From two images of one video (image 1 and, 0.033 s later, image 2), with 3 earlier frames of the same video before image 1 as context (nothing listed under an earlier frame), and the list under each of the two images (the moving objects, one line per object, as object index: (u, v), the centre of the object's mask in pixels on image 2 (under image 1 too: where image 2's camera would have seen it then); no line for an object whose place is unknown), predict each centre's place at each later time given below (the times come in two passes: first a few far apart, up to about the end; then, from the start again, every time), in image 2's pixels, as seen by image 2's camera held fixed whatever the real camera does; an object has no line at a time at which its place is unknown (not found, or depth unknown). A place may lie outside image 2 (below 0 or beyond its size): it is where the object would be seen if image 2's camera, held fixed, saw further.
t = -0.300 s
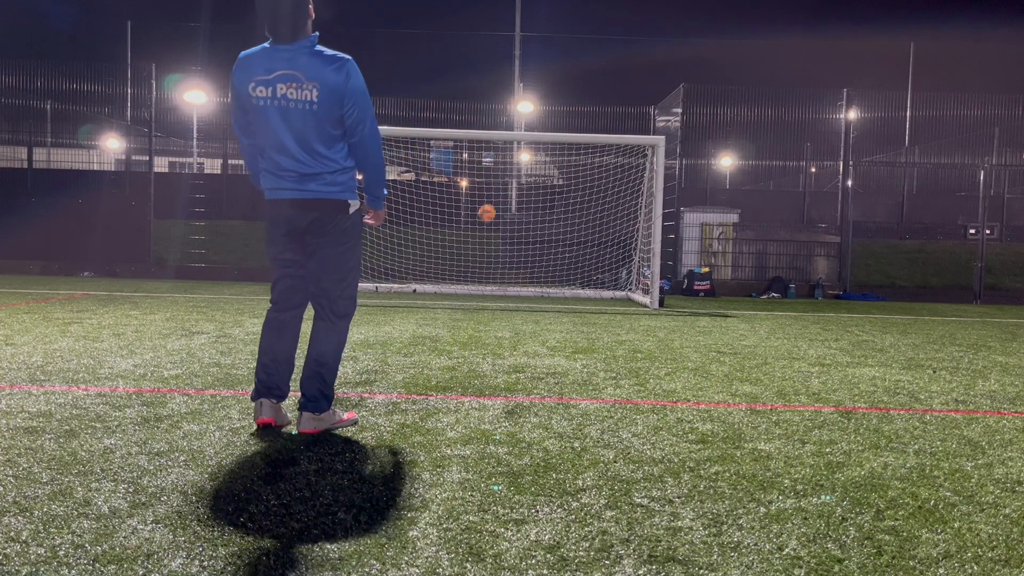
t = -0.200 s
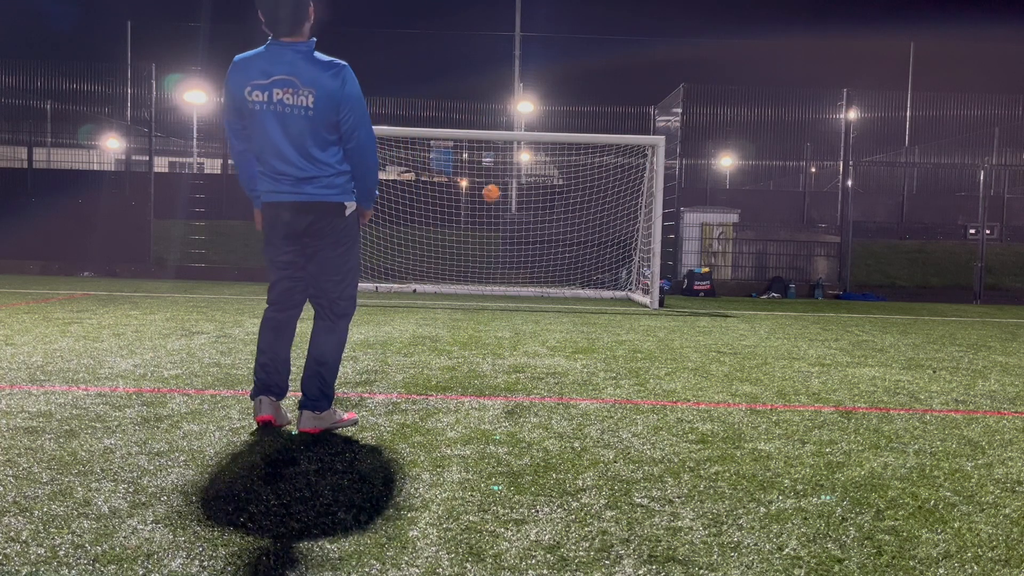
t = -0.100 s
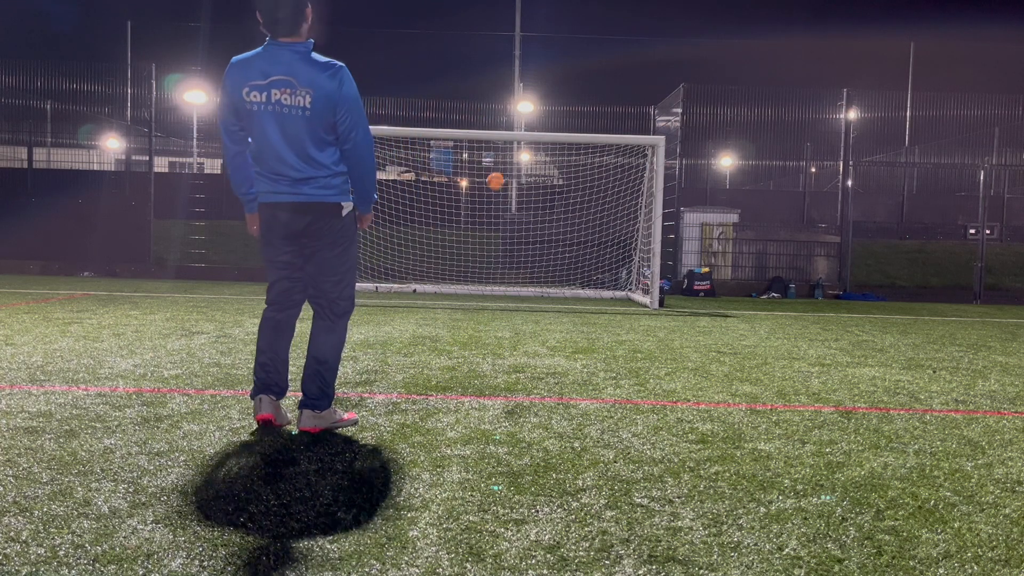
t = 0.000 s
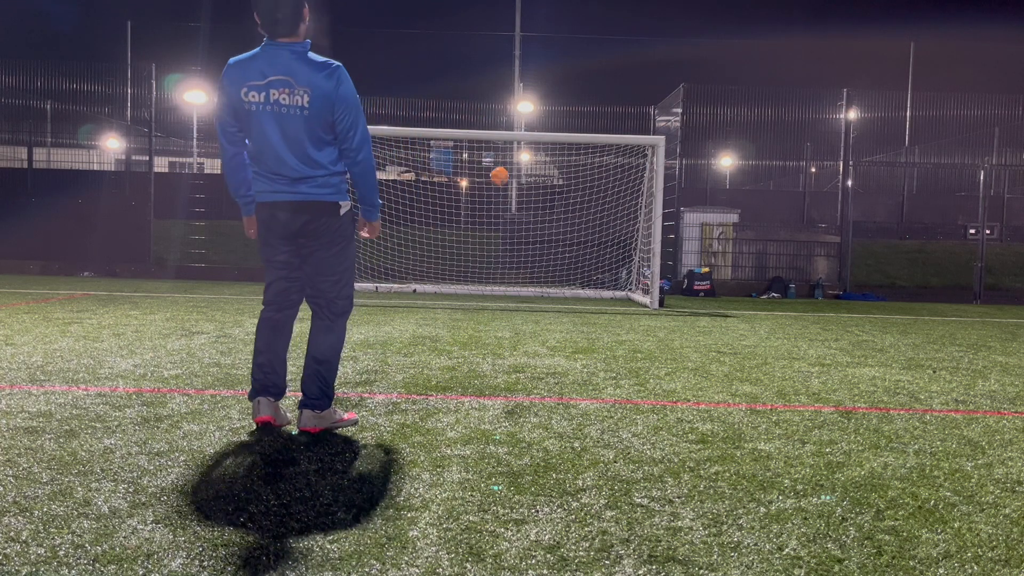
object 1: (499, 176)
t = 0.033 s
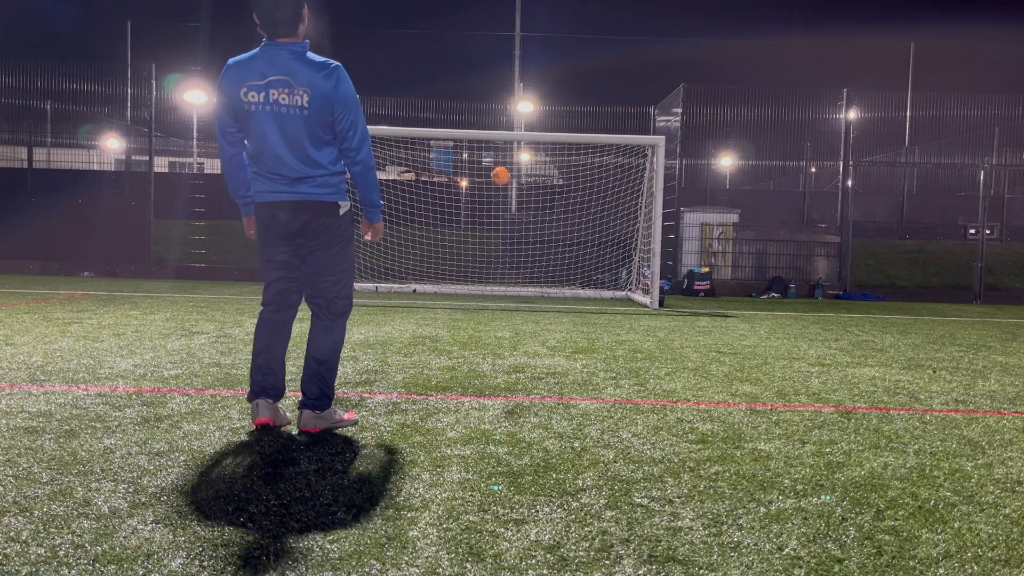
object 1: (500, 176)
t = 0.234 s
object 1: (507, 186)
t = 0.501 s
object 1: (509, 173)
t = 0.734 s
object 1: (507, 198)
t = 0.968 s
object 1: (503, 250)
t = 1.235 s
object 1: (499, 287)
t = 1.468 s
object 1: (496, 267)
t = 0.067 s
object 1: (501, 177)
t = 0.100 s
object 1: (503, 179)
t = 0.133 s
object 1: (505, 182)
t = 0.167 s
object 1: (506, 185)
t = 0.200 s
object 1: (507, 187)
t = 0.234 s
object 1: (507, 186)
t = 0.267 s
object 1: (508, 183)
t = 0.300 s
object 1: (508, 180)
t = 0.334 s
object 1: (508, 177)
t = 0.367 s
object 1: (508, 175)
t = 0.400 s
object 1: (508, 174)
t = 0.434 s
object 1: (508, 173)
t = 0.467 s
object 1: (508, 172)
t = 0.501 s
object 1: (509, 173)
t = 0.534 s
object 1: (509, 174)
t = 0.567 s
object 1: (509, 176)
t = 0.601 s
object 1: (508, 179)
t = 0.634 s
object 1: (508, 182)
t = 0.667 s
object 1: (508, 186)
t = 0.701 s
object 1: (508, 193)
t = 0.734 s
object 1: (507, 198)
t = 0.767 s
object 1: (507, 204)
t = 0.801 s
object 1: (506, 211)
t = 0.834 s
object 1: (506, 218)
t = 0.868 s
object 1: (505, 225)
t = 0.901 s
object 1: (504, 233)
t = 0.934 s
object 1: (504, 241)
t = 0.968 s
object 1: (503, 250)
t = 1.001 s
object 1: (502, 259)
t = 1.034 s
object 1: (502, 266)
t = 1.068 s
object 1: (502, 272)
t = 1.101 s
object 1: (501, 277)
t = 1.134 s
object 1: (501, 281)
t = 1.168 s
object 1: (500, 284)
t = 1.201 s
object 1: (500, 286)
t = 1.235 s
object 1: (499, 287)
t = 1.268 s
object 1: (499, 282)
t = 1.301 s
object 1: (499, 277)
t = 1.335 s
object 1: (499, 274)
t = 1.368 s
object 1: (498, 271)
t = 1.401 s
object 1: (498, 269)
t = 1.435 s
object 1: (497, 267)
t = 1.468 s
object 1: (496, 267)
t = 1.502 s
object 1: (496, 268)
